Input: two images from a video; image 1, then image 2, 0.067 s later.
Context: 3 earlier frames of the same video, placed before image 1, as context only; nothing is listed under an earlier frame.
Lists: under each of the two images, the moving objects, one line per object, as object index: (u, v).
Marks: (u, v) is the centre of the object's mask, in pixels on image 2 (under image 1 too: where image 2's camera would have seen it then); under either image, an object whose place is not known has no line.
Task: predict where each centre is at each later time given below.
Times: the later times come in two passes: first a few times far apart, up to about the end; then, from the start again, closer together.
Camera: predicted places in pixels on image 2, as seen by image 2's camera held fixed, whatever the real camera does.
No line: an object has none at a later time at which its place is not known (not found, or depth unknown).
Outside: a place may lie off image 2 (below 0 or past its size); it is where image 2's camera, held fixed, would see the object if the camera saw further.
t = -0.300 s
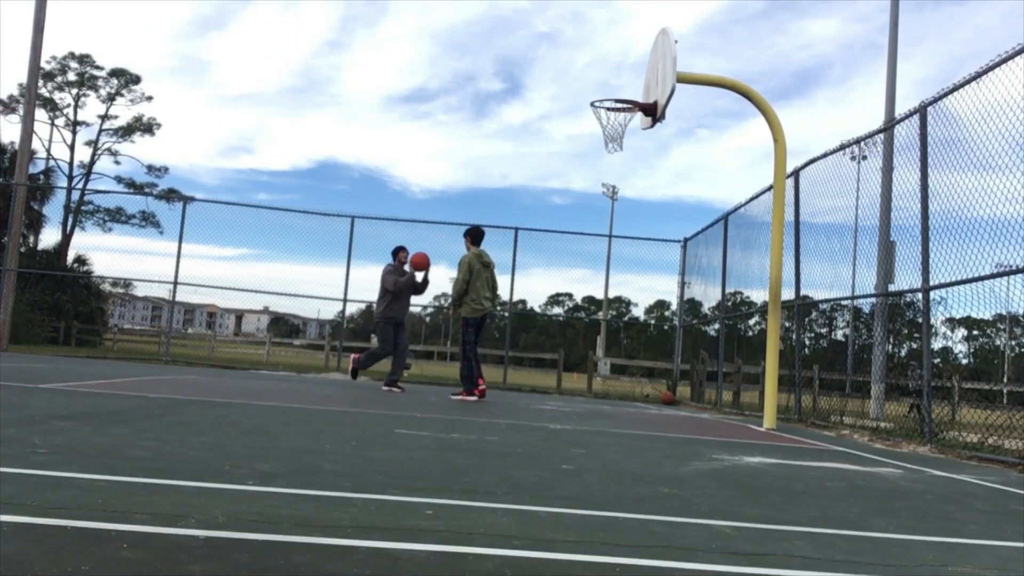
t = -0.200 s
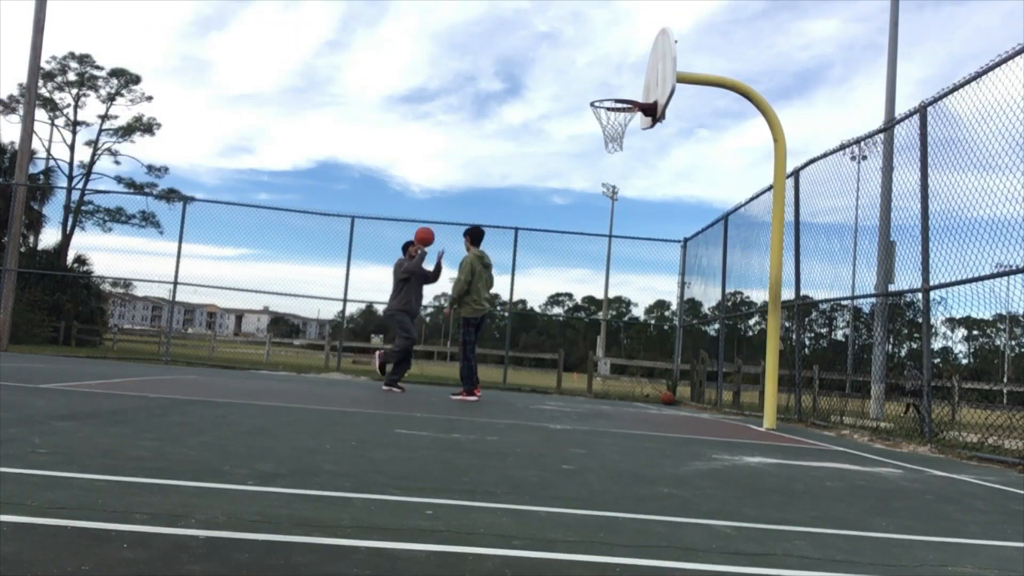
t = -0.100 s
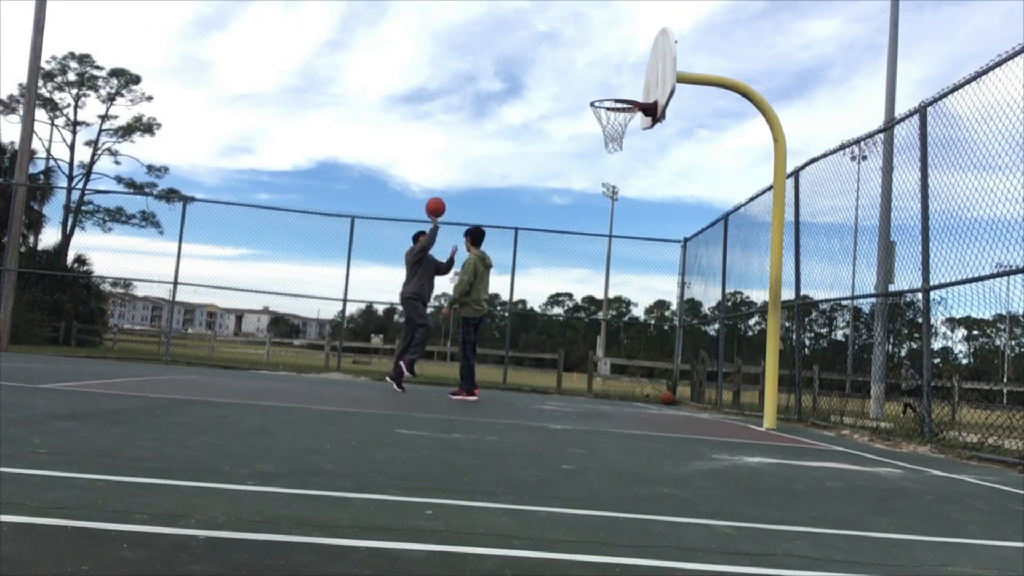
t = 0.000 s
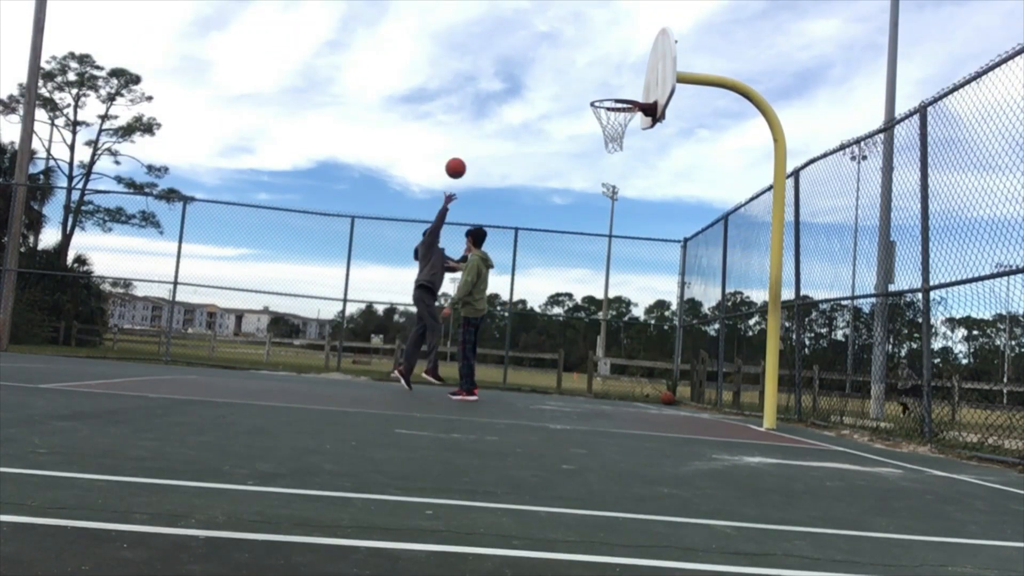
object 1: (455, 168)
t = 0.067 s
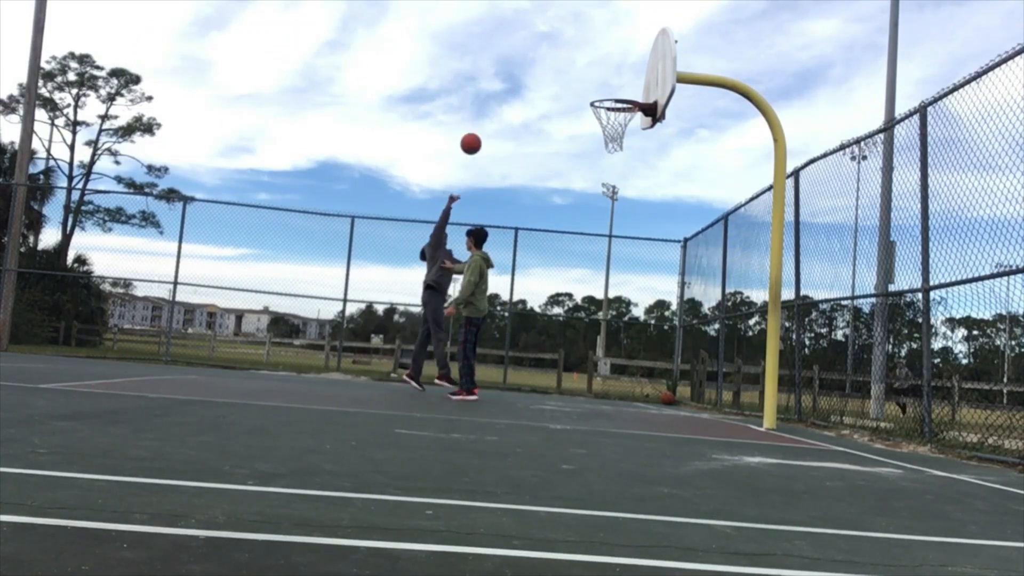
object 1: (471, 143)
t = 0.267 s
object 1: (517, 91)
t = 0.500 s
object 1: (571, 71)
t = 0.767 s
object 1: (624, 85)
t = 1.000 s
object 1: (638, 93)
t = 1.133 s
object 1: (632, 95)
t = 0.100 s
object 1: (478, 133)
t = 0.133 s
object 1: (486, 123)
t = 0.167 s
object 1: (494, 113)
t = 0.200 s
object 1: (501, 105)
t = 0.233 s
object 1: (509, 97)
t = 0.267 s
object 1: (517, 91)
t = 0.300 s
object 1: (524, 85)
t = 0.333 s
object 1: (532, 80)
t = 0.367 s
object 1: (540, 77)
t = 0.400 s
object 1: (548, 74)
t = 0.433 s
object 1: (555, 72)
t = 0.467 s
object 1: (563, 71)
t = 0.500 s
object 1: (571, 71)
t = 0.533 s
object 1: (579, 72)
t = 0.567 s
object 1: (587, 74)
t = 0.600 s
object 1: (595, 78)
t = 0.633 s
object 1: (603, 82)
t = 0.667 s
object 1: (611, 87)
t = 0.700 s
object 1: (617, 90)
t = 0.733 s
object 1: (621, 87)
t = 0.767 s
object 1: (624, 85)
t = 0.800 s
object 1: (627, 83)
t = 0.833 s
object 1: (630, 83)
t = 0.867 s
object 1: (633, 84)
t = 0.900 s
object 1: (636, 86)
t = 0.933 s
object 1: (638, 89)
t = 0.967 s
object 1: (641, 92)
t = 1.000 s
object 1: (638, 93)
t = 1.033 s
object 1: (634, 95)
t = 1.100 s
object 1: (633, 94)
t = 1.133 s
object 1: (632, 95)
